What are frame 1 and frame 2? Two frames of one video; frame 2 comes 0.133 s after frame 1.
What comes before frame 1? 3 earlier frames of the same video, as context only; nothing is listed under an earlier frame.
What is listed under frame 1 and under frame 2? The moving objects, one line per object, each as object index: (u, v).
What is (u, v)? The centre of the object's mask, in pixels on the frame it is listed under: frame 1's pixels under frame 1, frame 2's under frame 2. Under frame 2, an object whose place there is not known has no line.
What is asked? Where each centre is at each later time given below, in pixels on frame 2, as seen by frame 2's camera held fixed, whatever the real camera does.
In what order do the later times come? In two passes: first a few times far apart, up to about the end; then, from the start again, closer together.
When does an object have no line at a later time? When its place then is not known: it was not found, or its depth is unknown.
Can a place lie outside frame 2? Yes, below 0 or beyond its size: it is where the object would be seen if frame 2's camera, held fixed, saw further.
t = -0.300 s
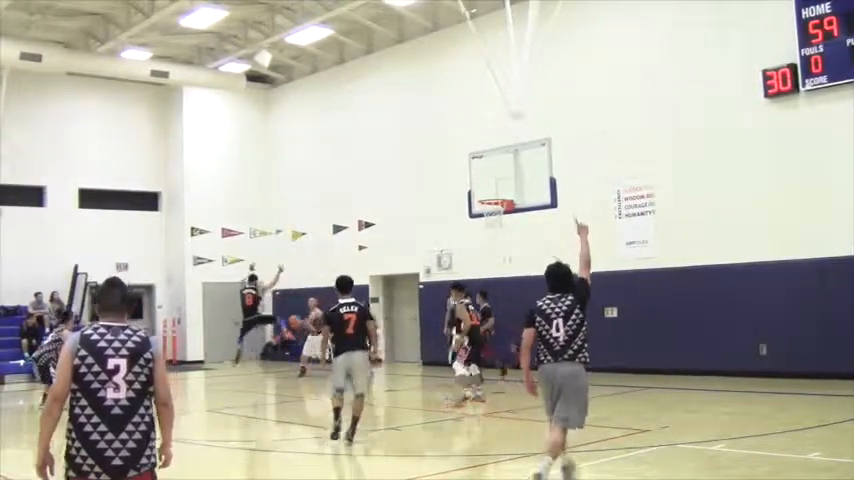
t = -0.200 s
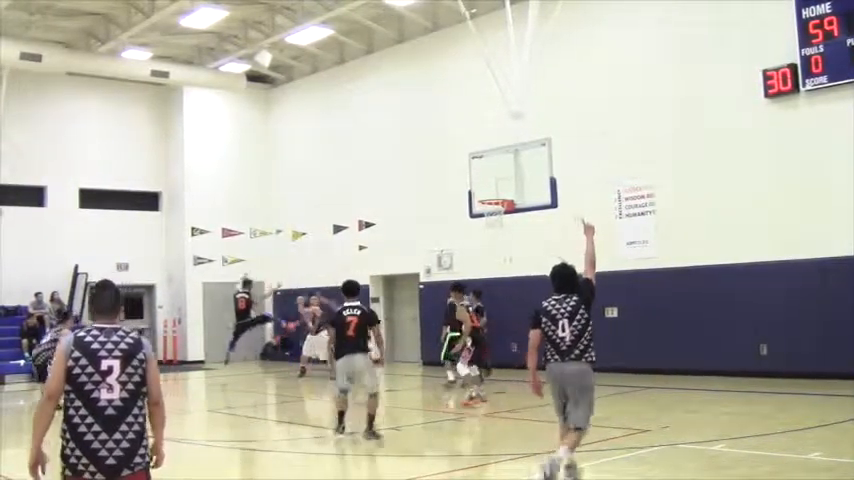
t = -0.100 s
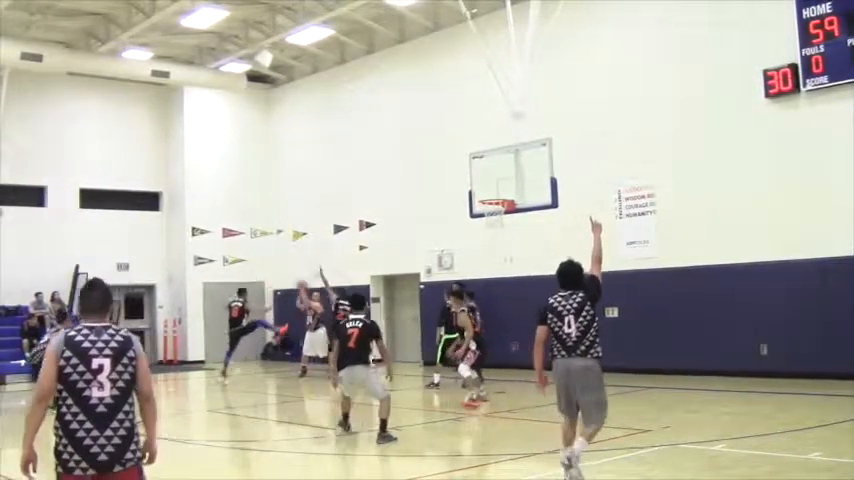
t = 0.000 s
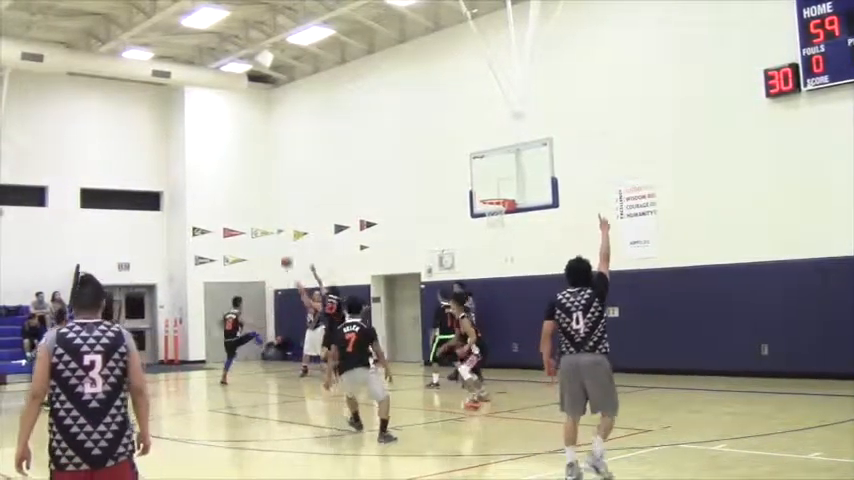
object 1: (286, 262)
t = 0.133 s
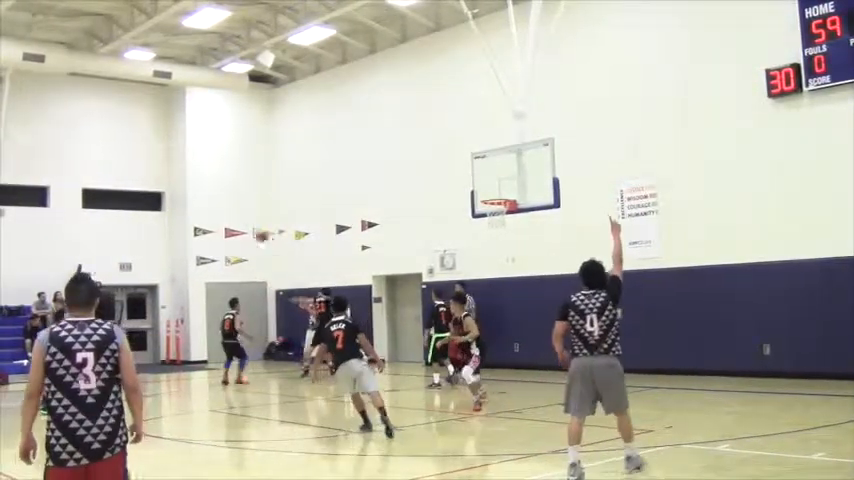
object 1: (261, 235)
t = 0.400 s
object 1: (204, 205)
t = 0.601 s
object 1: (155, 203)
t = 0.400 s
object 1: (204, 205)
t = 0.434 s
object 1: (197, 204)
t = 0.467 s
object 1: (188, 202)
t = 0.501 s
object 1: (181, 202)
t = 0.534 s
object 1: (173, 201)
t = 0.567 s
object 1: (164, 202)
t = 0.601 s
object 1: (155, 203)
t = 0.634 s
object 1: (147, 205)
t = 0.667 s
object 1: (136, 205)
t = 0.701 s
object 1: (128, 207)
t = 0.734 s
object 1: (119, 213)
